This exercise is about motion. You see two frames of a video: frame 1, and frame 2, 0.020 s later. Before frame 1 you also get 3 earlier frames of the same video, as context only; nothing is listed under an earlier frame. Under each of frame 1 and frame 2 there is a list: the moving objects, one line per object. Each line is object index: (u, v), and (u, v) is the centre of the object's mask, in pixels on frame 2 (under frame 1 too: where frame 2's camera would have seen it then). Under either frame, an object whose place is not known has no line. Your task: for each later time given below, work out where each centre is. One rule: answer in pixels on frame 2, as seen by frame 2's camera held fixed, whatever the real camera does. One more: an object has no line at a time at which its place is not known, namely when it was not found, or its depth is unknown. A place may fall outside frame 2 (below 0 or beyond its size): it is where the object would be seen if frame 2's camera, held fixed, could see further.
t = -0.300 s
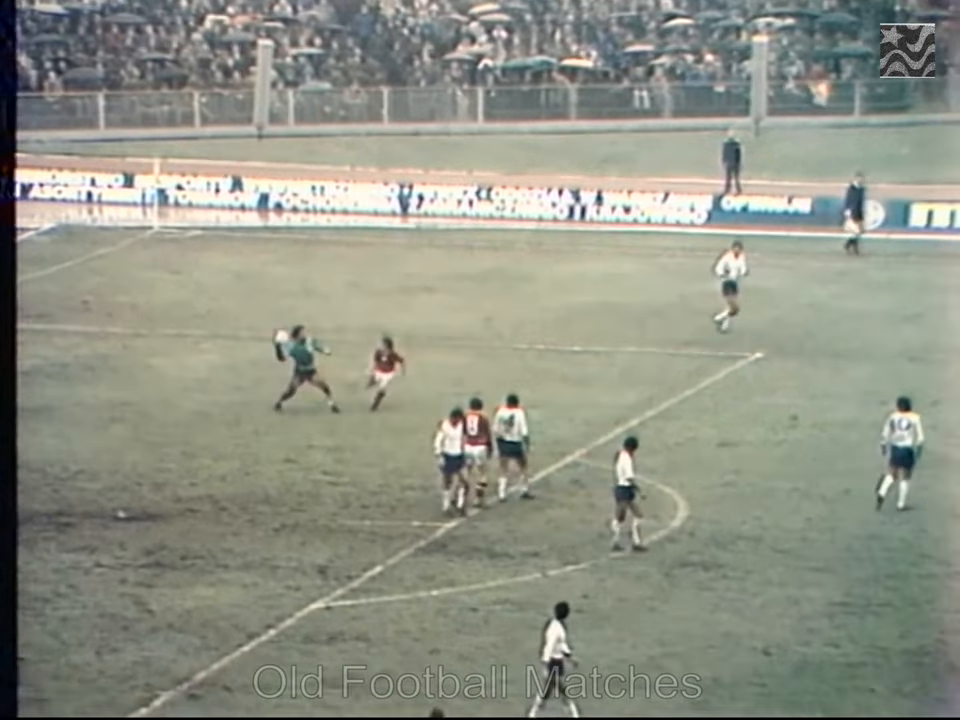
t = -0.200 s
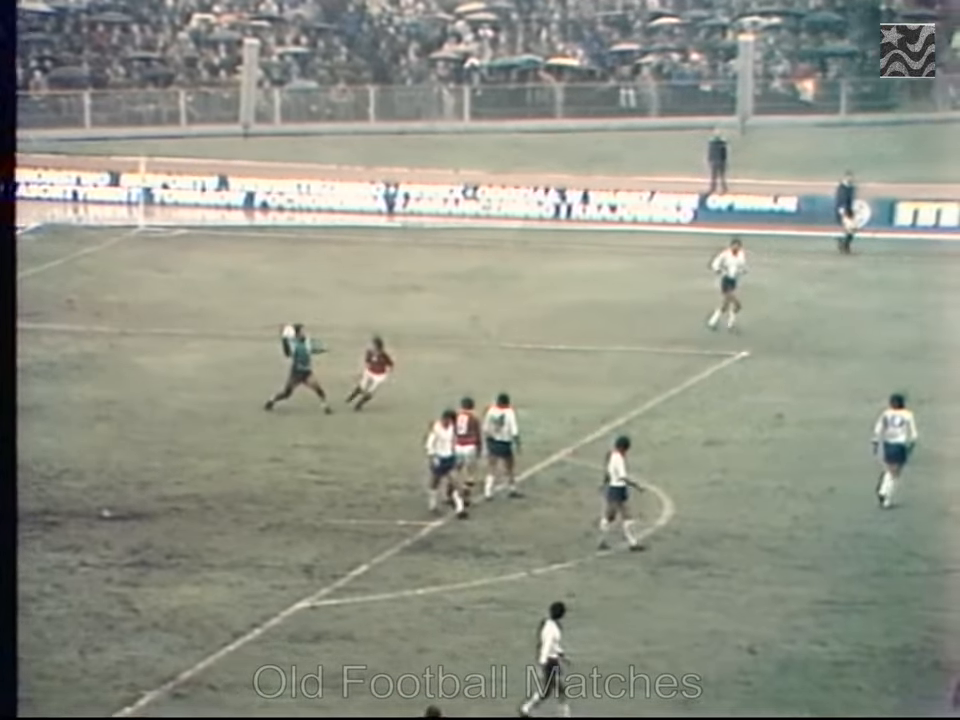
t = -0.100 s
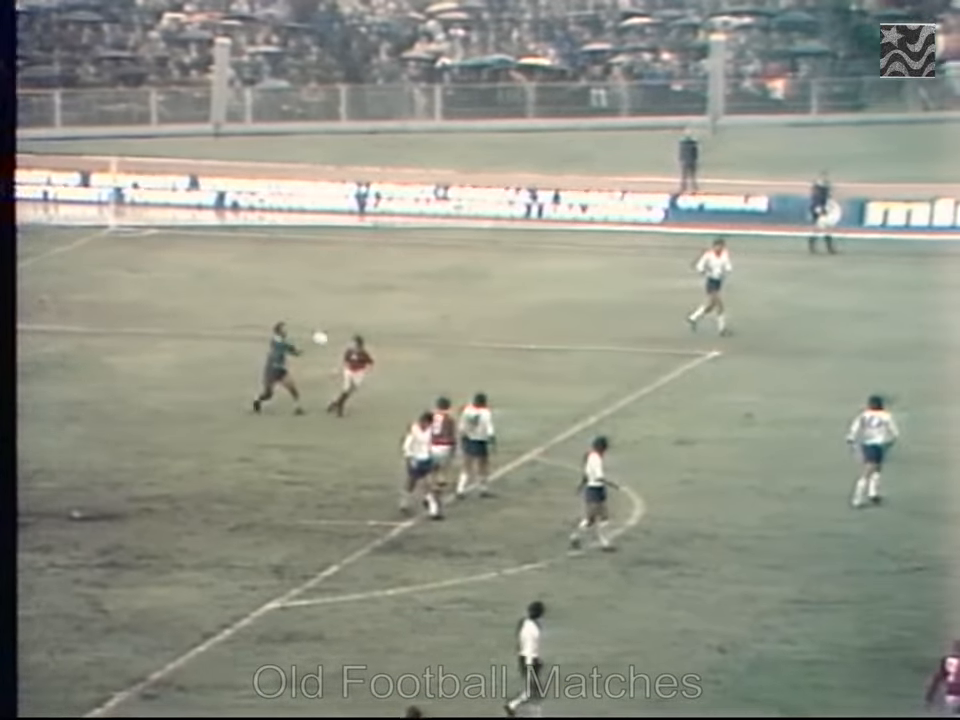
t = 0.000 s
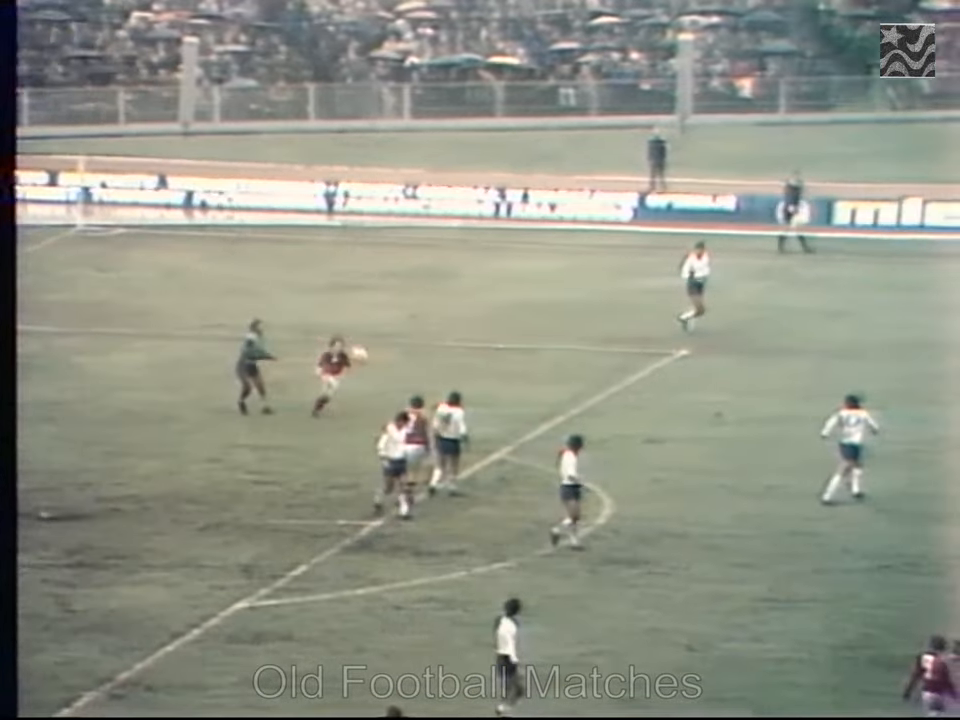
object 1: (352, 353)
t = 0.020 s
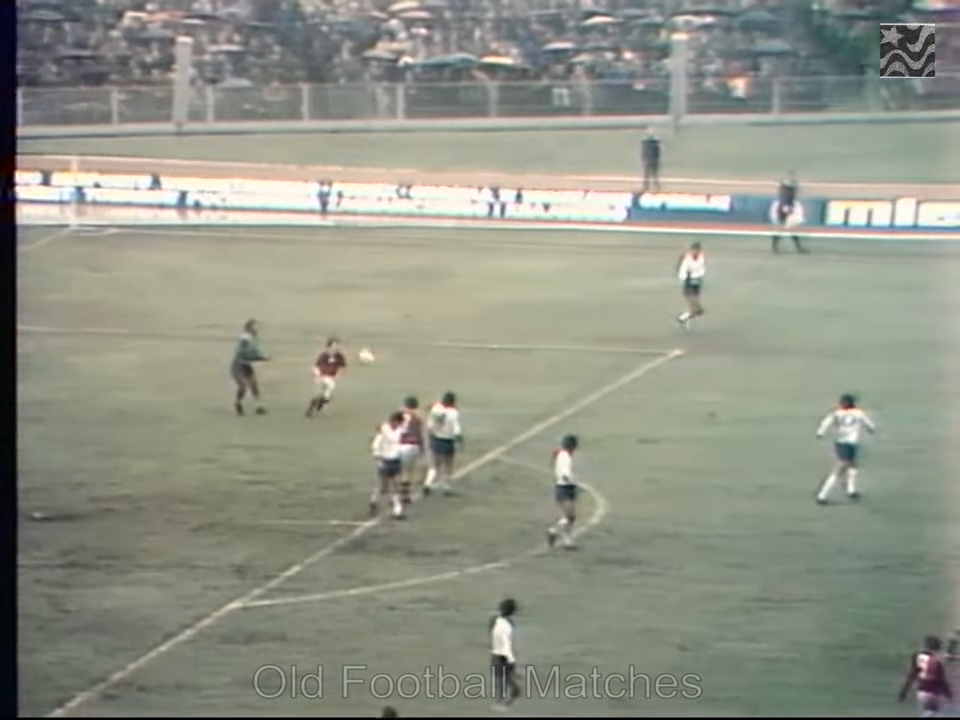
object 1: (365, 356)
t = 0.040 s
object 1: (379, 360)
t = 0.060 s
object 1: (392, 363)
